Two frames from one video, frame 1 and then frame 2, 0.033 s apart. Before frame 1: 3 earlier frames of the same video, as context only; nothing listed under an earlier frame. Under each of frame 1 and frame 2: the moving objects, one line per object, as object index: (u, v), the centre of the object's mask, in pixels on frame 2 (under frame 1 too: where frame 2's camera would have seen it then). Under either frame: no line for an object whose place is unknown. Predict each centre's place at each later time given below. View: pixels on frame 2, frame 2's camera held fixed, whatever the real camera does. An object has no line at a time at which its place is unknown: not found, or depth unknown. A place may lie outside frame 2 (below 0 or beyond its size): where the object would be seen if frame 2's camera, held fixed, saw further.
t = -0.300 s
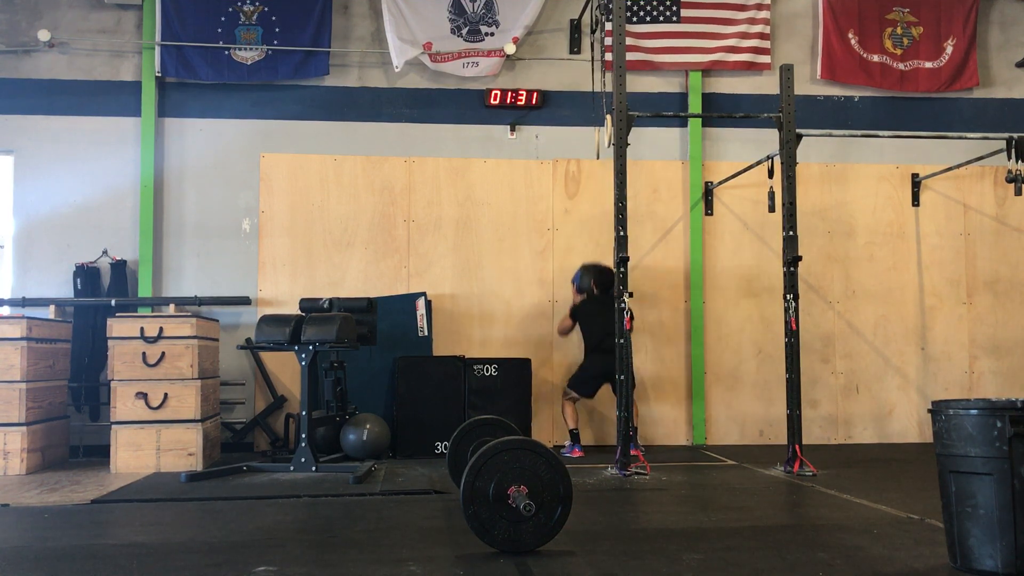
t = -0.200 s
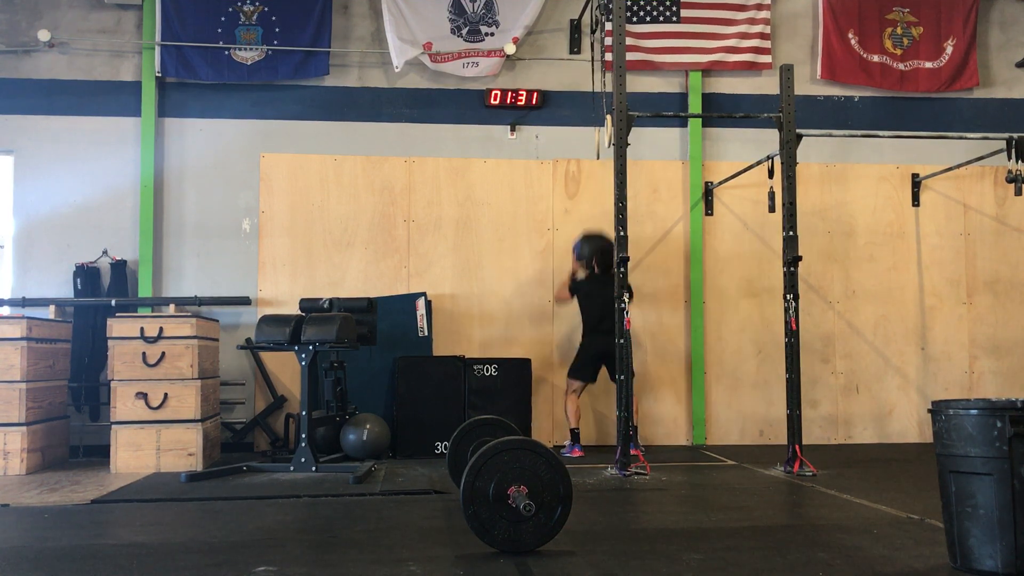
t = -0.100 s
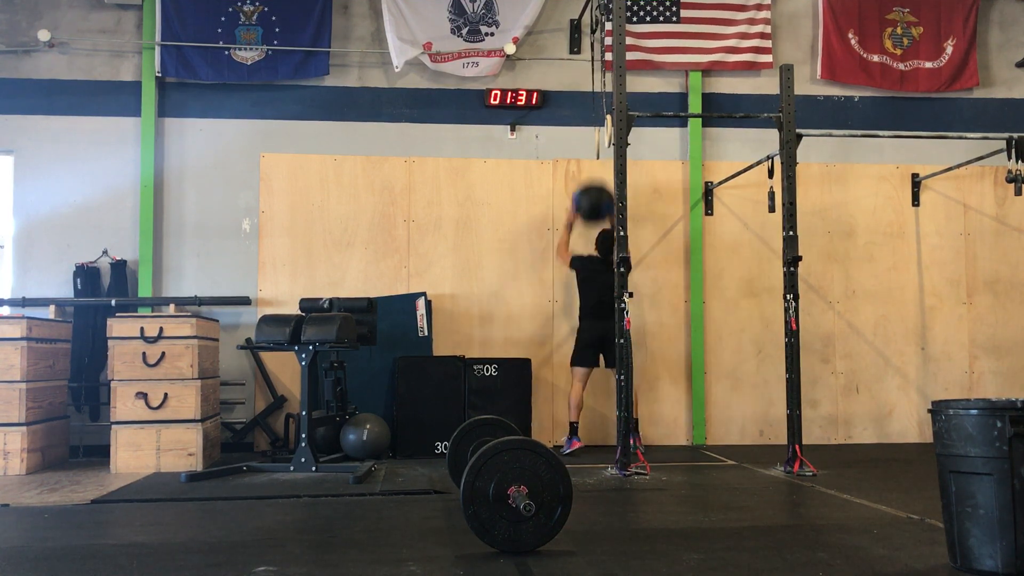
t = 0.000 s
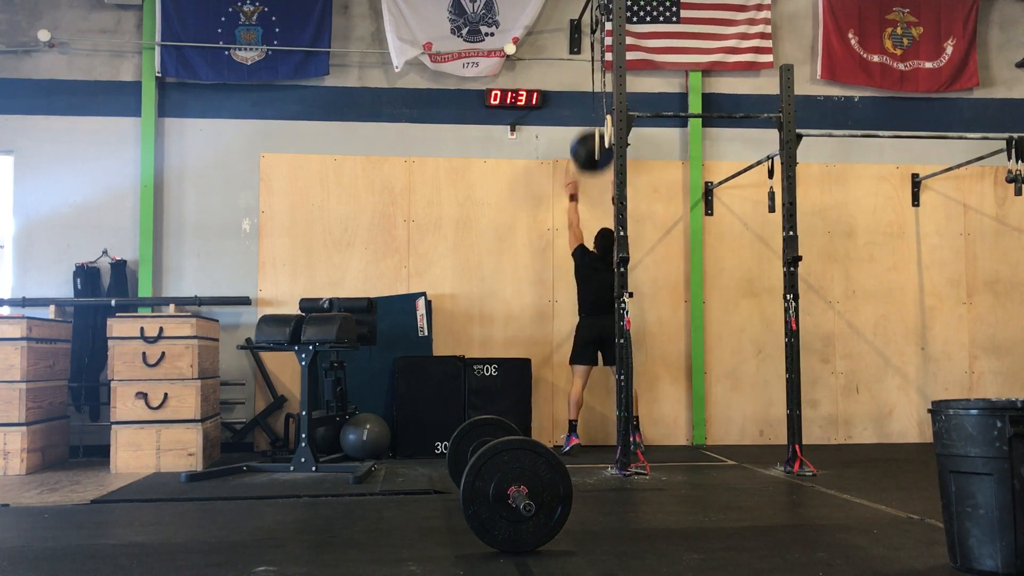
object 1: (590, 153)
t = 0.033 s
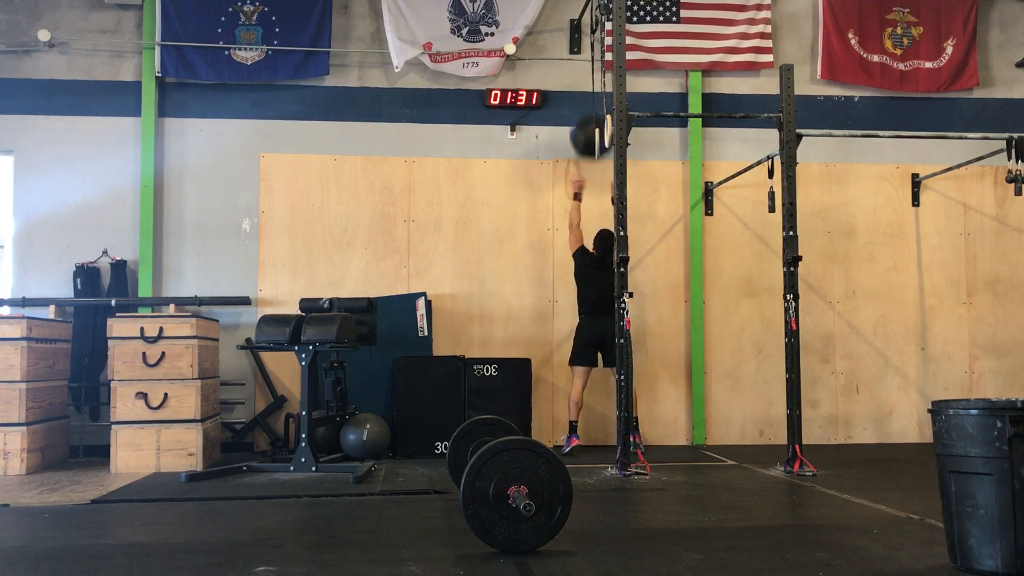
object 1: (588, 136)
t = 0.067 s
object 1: (588, 123)
